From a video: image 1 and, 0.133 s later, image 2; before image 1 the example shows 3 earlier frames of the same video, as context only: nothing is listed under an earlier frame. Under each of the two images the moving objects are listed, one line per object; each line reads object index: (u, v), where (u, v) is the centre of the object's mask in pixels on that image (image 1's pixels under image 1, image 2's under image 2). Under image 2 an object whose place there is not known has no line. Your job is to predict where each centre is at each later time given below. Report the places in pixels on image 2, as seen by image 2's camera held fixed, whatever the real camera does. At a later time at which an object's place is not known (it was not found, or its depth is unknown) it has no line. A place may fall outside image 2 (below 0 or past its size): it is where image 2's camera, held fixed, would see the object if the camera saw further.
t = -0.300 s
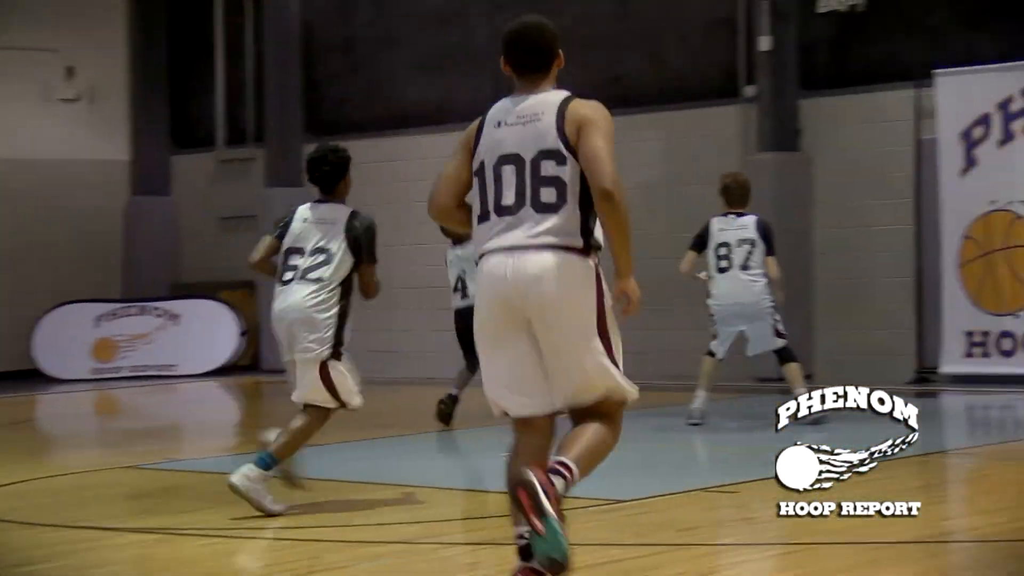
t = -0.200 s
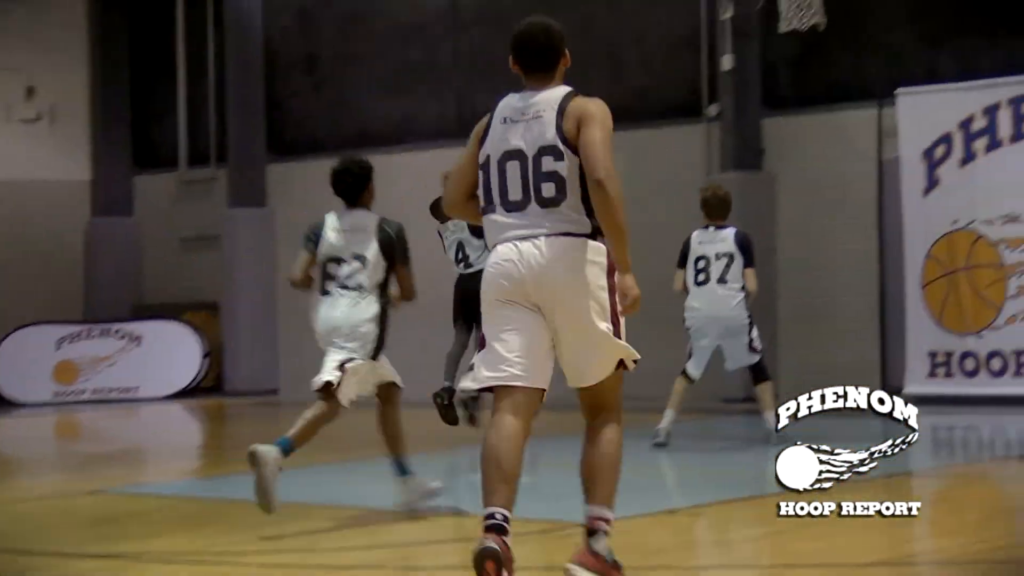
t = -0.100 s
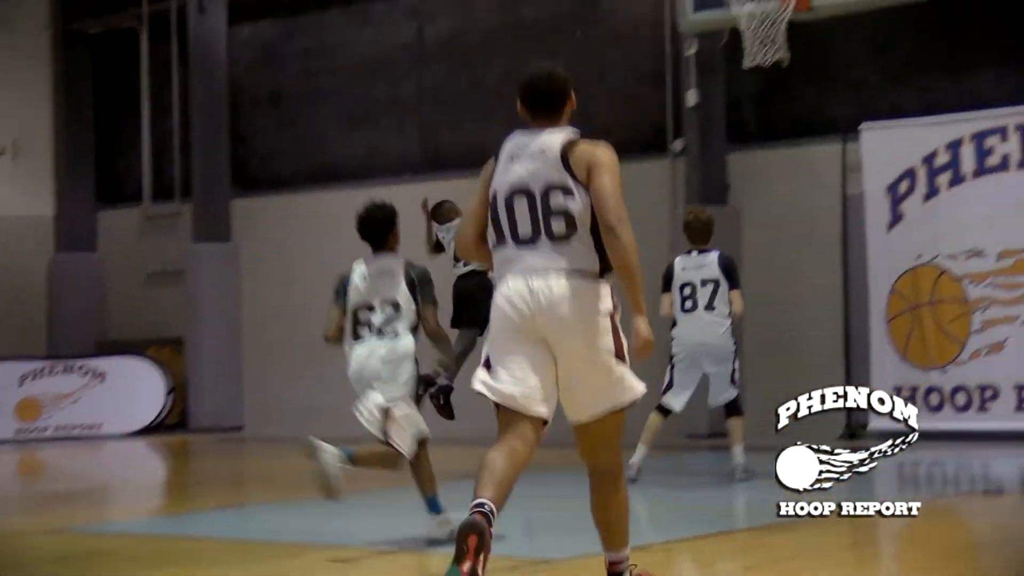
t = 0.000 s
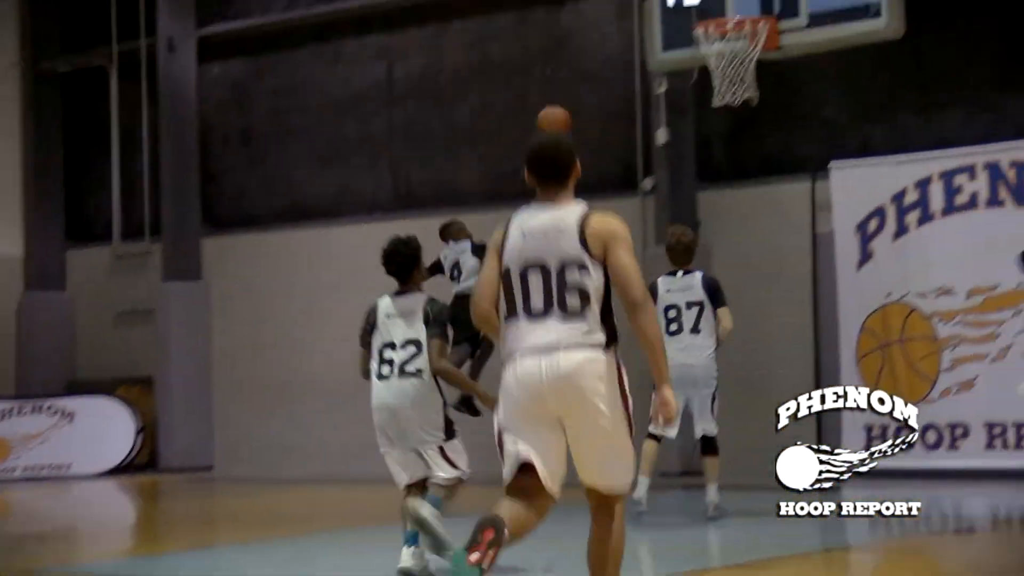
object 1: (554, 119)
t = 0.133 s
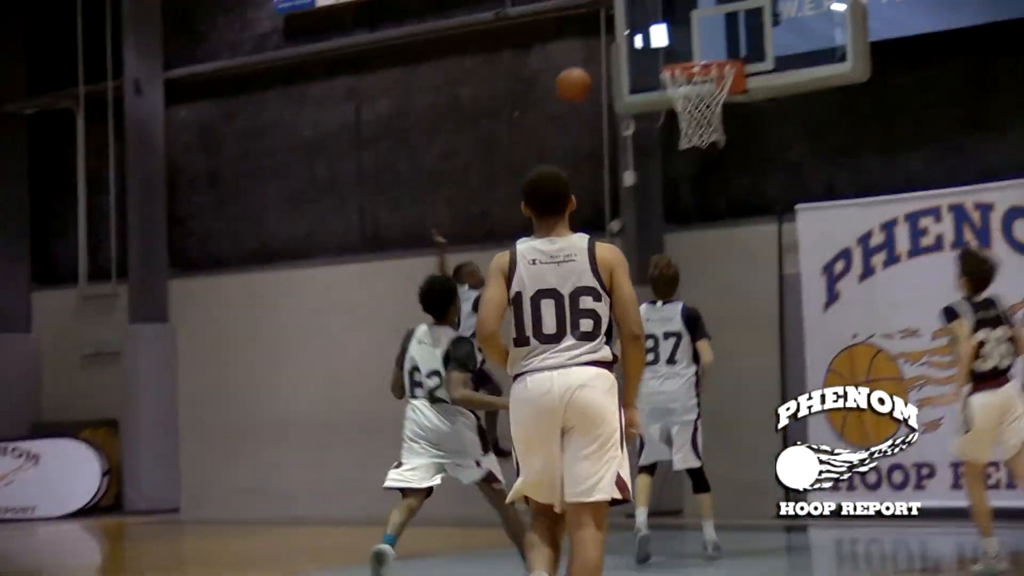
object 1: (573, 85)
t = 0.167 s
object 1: (587, 69)
